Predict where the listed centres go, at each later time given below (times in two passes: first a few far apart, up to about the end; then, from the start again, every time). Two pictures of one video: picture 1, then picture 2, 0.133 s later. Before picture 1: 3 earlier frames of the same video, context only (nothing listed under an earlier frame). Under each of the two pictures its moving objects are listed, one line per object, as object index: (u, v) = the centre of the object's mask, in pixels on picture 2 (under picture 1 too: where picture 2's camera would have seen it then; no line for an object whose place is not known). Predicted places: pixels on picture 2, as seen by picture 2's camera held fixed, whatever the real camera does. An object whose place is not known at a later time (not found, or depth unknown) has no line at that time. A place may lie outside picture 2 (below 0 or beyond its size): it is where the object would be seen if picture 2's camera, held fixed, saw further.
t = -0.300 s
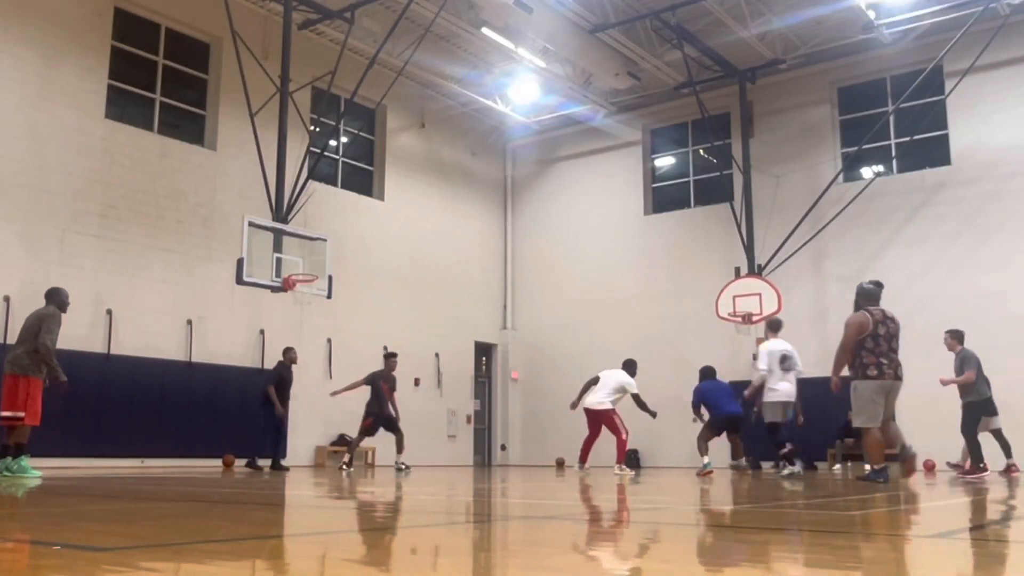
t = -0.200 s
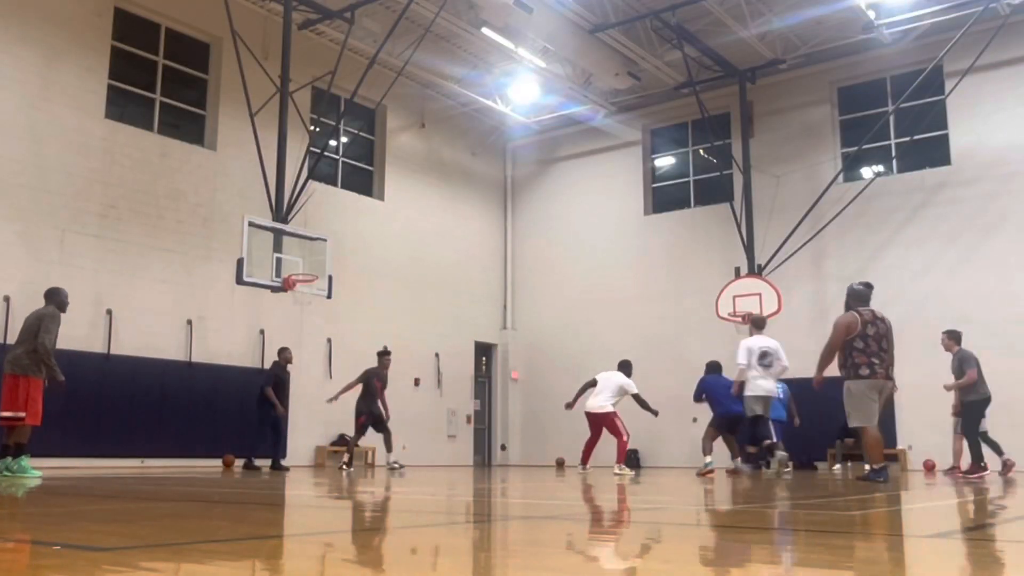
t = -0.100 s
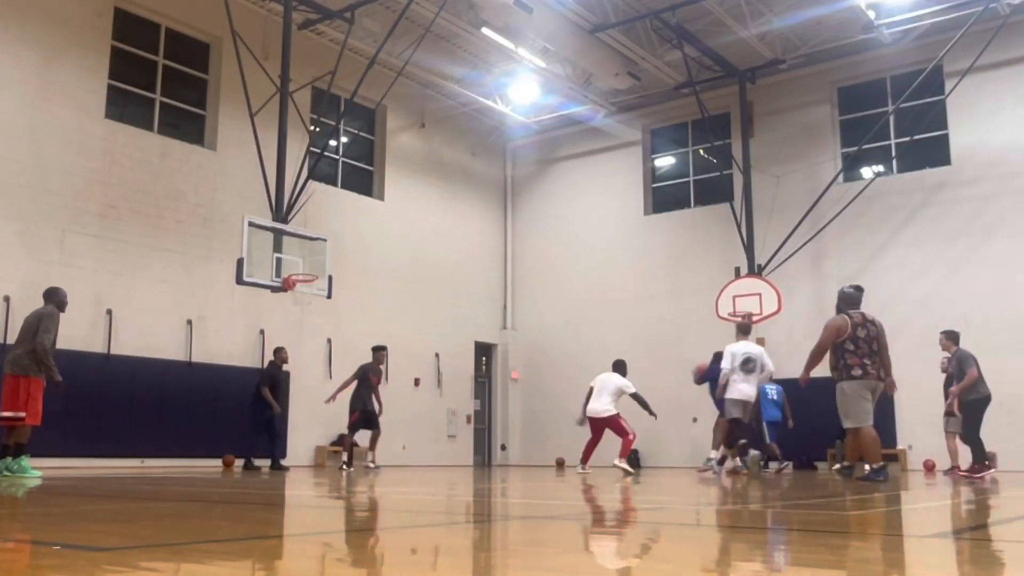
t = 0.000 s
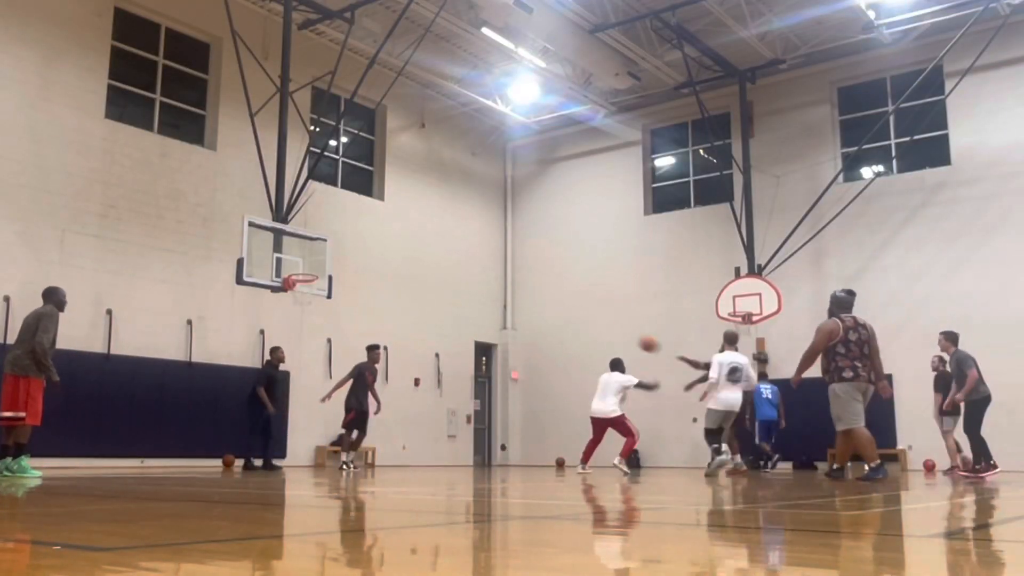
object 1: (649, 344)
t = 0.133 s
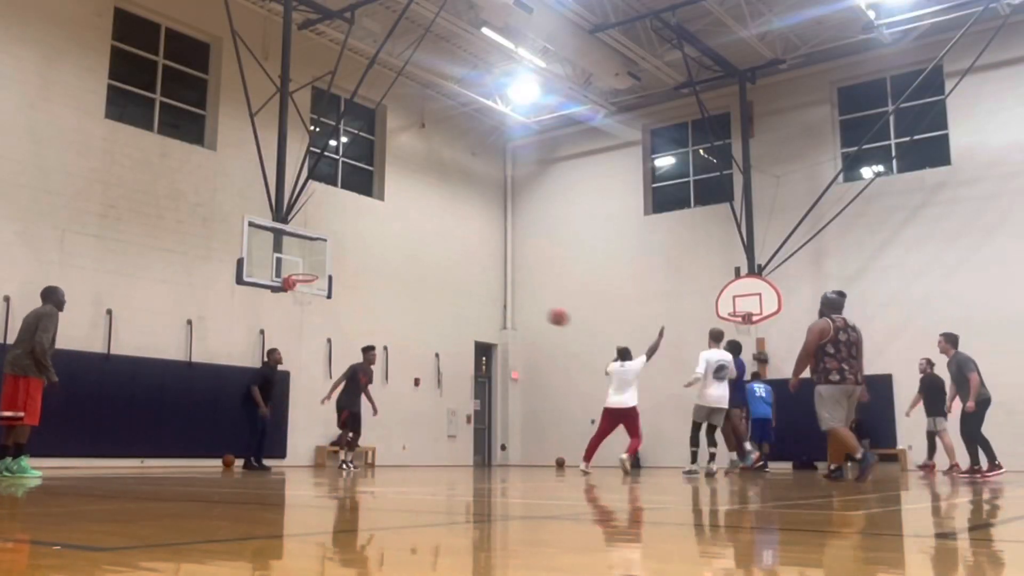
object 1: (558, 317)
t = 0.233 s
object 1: (483, 303)
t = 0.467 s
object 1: (284, 298)
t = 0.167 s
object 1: (534, 312)
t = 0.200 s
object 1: (510, 307)
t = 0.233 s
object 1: (483, 303)
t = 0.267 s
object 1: (457, 300)
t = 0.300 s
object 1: (430, 298)
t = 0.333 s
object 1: (402, 295)
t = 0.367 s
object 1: (374, 294)
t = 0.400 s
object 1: (346, 294)
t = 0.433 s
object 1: (314, 295)
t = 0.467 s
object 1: (284, 298)
